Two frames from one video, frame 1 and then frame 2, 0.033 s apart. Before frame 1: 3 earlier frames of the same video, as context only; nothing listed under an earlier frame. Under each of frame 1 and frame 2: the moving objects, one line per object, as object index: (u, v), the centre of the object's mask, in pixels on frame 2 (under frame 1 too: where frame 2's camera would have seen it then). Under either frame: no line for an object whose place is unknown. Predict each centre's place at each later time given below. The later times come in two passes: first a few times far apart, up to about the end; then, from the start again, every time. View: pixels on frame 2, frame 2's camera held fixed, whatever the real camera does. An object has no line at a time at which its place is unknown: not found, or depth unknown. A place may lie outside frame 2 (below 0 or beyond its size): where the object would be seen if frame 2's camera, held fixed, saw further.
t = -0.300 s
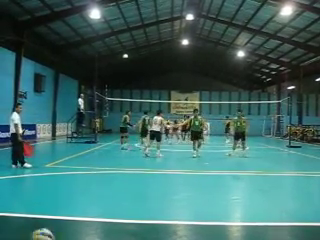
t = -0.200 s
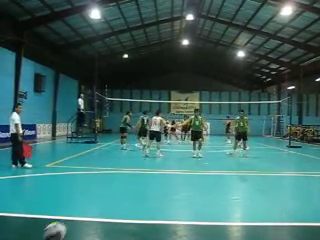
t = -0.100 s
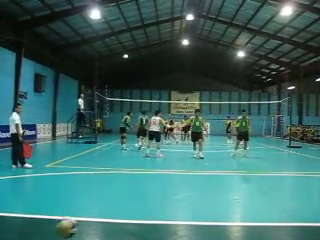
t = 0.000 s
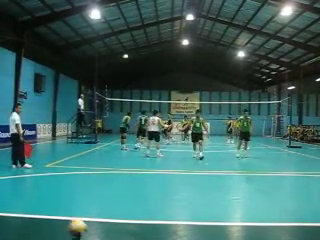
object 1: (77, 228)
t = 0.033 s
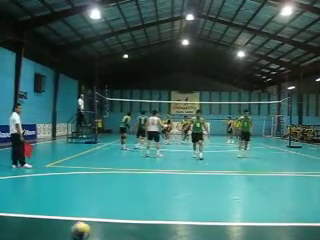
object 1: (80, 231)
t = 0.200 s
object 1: (95, 221)
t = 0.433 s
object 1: (114, 216)
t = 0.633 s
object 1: (129, 212)
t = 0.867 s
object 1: (144, 210)
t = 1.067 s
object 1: (155, 206)
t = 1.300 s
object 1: (165, 202)
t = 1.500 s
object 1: (174, 199)
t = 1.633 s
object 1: (179, 197)
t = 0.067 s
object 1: (83, 229)
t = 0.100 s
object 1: (86, 226)
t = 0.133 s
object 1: (89, 223)
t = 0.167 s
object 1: (93, 222)
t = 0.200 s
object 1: (95, 221)
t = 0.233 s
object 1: (98, 221)
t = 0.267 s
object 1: (101, 223)
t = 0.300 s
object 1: (104, 224)
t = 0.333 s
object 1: (107, 222)
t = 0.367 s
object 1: (110, 218)
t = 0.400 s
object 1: (112, 217)
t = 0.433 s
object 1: (114, 216)
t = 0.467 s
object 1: (117, 217)
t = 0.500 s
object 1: (120, 218)
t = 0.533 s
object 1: (122, 217)
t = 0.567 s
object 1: (125, 216)
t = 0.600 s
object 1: (127, 213)
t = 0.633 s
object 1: (129, 212)
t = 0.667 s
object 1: (131, 213)
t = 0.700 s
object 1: (132, 214)
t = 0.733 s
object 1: (135, 213)
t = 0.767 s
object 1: (137, 211)
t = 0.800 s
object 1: (140, 211)
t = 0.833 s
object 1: (142, 211)
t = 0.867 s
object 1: (144, 210)
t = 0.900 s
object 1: (146, 210)
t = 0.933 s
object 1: (147, 207)
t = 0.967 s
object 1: (149, 208)
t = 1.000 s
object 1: (151, 207)
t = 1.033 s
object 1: (153, 207)
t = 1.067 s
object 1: (155, 206)
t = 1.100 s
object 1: (156, 205)
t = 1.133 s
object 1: (158, 205)
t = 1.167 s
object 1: (159, 204)
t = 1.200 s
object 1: (160, 204)
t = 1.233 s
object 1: (162, 203)
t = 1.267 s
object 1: (164, 202)
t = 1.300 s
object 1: (165, 202)
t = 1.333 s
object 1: (167, 202)
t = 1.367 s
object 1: (168, 201)
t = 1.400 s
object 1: (170, 201)
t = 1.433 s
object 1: (172, 200)
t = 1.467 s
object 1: (173, 199)
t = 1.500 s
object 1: (174, 199)
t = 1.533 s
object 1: (175, 198)
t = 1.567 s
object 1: (177, 198)
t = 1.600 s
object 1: (178, 198)
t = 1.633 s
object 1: (179, 197)
